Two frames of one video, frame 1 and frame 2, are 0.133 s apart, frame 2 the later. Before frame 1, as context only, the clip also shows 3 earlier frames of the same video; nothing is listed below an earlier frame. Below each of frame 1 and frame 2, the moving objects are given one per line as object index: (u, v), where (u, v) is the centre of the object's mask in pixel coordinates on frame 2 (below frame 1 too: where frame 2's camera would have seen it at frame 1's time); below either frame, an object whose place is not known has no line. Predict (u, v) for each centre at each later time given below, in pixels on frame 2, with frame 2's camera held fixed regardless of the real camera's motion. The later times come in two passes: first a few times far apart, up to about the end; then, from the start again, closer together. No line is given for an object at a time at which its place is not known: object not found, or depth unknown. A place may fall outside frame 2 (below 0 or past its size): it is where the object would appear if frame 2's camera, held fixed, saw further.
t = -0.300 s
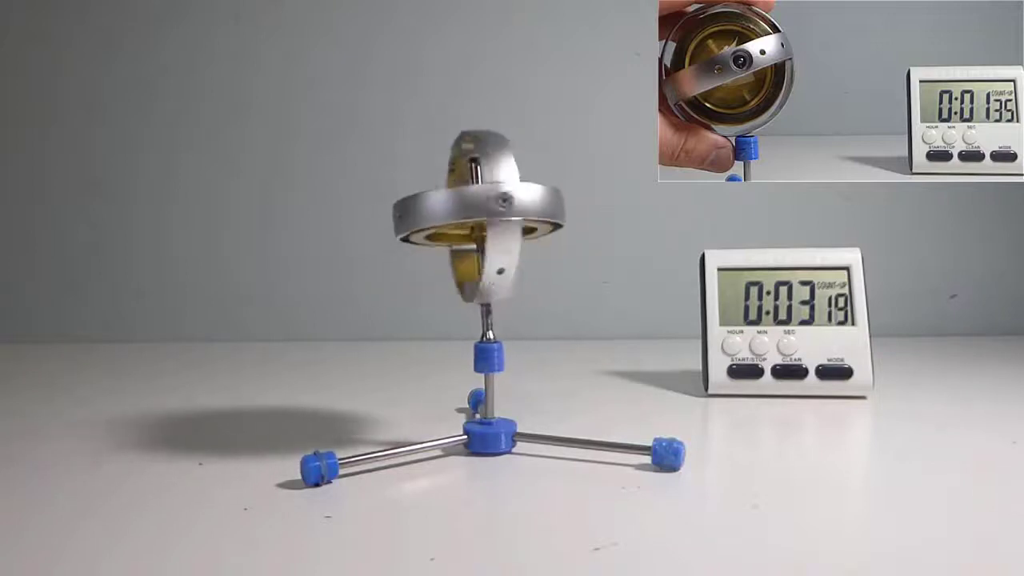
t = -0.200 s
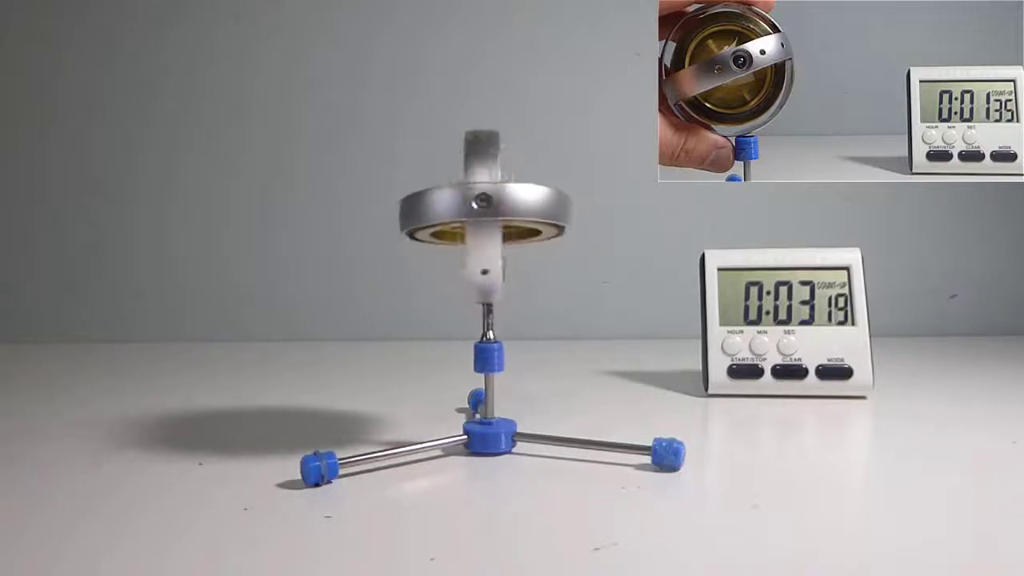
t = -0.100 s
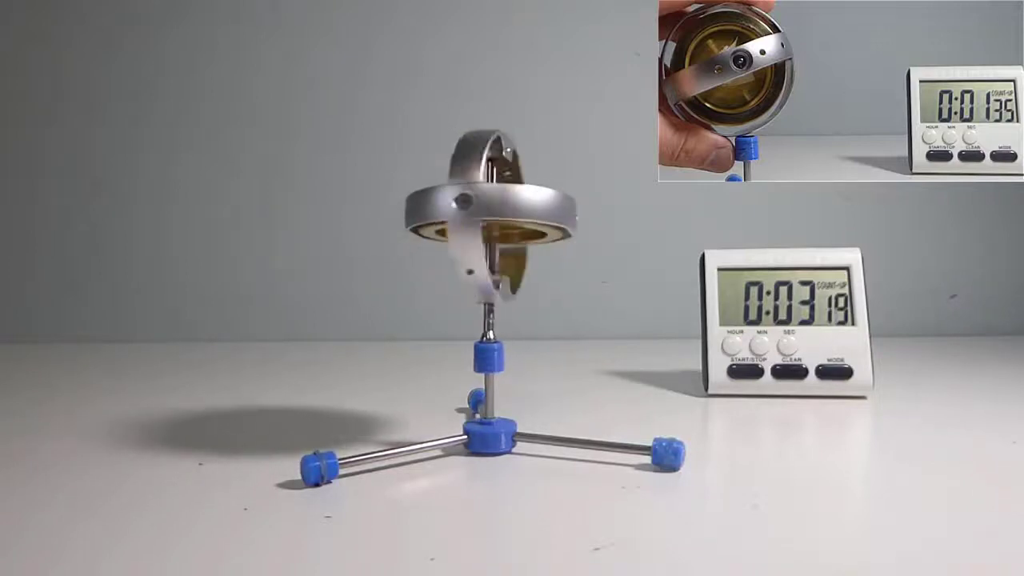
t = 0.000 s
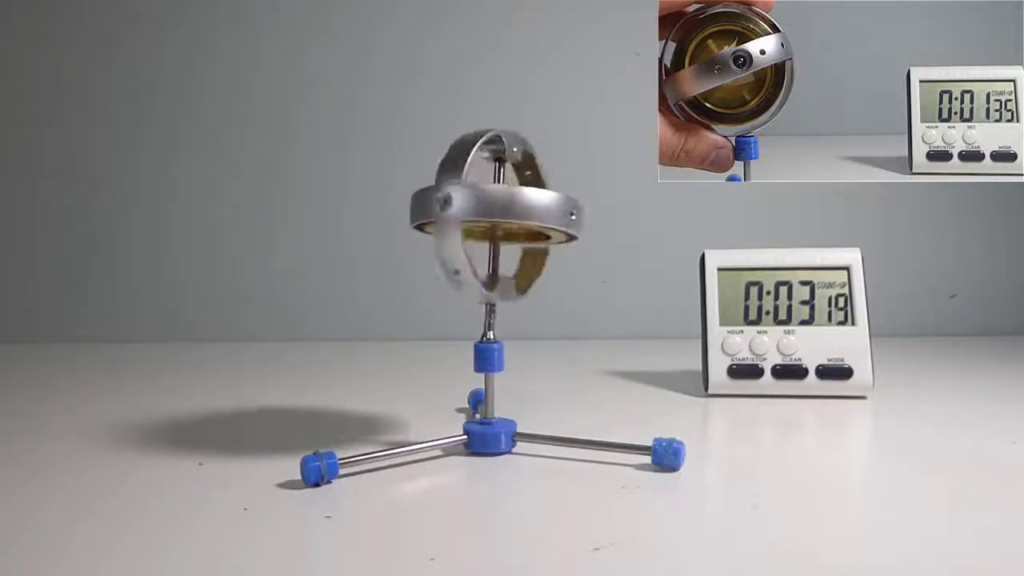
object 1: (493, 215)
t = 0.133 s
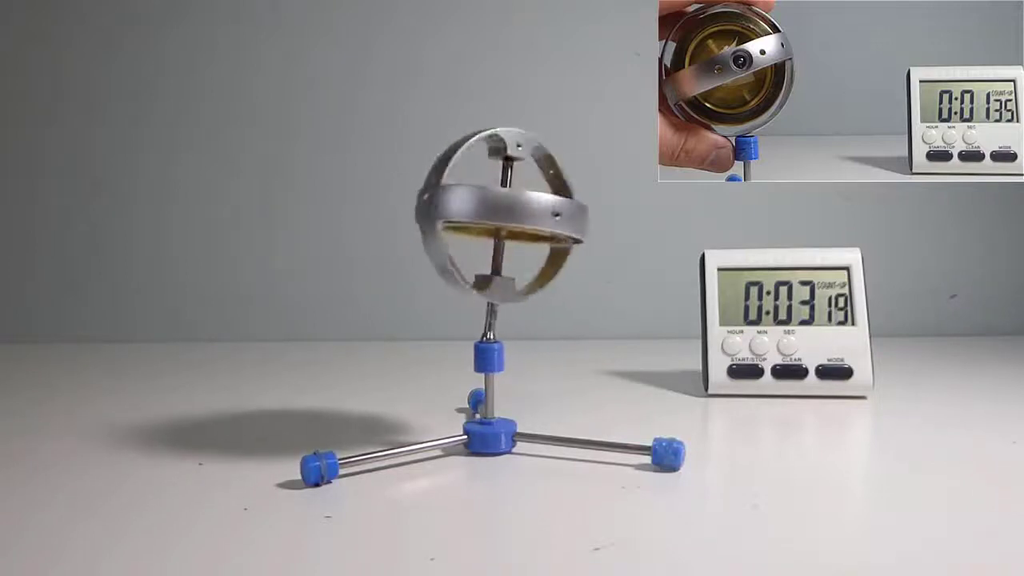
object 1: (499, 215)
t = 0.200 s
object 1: (501, 215)
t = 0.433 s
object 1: (503, 215)
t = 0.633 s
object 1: (499, 215)
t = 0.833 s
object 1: (483, 216)
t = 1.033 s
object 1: (470, 215)
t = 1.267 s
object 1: (468, 216)
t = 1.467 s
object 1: (473, 216)
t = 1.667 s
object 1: (478, 213)
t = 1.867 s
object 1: (485, 215)
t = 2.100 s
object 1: (497, 215)
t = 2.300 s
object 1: (503, 215)
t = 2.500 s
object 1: (501, 215)
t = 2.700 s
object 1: (490, 213)
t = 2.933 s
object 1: (478, 204)
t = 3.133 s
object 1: (473, 214)
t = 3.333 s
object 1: (475, 215)
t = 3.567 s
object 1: (475, 213)
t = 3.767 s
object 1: (482, 215)
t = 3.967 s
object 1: (493, 216)
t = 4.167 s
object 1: (498, 213)
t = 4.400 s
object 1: (493, 213)
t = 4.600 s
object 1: (492, 215)
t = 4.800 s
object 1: (489, 214)
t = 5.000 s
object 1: (478, 212)
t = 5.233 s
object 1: (475, 215)
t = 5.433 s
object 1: (478, 214)
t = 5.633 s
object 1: (477, 213)
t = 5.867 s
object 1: (490, 214)
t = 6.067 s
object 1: (492, 212)
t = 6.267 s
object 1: (493, 214)
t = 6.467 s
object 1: (494, 215)
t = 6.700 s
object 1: (486, 204)
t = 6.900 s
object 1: (484, 213)
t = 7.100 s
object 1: (478, 214)
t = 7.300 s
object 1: (478, 214)
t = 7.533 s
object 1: (479, 212)
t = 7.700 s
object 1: (483, 215)
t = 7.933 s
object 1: (488, 213)
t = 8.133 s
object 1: (490, 214)
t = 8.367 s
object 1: (489, 213)
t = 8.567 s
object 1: (487, 214)
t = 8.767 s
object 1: (483, 213)
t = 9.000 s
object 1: (485, 214)
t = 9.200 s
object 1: (479, 213)
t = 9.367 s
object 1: (487, 215)
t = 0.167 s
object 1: (500, 215)
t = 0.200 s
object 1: (501, 215)
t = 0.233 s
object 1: (503, 215)
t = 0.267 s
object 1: (504, 215)
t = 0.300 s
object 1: (504, 216)
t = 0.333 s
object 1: (504, 216)
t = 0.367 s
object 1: (504, 215)
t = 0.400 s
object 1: (504, 215)
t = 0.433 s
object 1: (503, 215)
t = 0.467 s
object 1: (504, 214)
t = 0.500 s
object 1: (503, 215)
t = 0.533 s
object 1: (503, 215)
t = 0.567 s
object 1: (501, 215)
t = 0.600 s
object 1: (500, 215)
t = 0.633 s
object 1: (499, 215)
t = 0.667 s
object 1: (497, 215)
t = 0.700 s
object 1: (494, 215)
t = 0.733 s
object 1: (492, 215)
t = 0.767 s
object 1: (489, 216)
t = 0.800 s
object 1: (486, 216)
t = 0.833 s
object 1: (483, 216)
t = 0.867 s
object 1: (481, 214)
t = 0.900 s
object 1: (479, 212)
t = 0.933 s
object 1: (476, 214)
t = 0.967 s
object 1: (474, 214)
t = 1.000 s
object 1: (472, 214)
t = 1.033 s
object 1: (470, 215)
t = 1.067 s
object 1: (469, 214)
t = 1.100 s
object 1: (469, 214)
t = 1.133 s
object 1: (469, 215)
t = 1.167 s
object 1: (469, 215)
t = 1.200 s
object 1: (469, 215)
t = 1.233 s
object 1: (468, 216)
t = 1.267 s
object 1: (468, 216)
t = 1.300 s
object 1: (468, 215)
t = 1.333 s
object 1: (469, 215)
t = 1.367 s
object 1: (470, 214)
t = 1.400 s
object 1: (471, 215)
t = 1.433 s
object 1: (472, 216)
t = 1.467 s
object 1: (473, 216)
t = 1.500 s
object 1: (474, 215)
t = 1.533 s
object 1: (475, 215)
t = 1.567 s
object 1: (476, 215)
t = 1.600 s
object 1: (477, 214)
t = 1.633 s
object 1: (478, 214)
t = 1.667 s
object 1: (478, 213)
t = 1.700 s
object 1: (479, 213)
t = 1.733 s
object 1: (480, 213)
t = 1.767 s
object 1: (482, 212)
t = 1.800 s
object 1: (483, 213)
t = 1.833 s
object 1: (485, 214)
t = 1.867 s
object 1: (485, 215)
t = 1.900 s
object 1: (487, 215)
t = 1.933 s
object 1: (488, 215)
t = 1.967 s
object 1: (490, 215)
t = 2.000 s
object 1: (492, 215)
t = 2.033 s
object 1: (494, 215)
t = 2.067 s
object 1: (495, 216)
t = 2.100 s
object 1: (497, 215)
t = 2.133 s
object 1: (498, 215)
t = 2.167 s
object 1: (499, 215)
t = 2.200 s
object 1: (499, 215)
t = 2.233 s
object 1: (500, 215)
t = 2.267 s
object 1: (502, 214)
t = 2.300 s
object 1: (503, 215)
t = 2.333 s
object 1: (503, 215)
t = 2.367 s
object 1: (503, 215)
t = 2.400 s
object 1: (503, 215)
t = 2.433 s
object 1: (503, 215)
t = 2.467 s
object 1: (502, 215)
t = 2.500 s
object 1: (501, 215)
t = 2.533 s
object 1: (500, 215)
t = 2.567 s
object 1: (498, 215)
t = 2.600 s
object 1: (496, 215)
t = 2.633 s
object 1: (494, 215)
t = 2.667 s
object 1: (491, 214)
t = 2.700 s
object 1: (490, 213)
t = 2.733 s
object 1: (488, 212)
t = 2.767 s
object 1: (485, 213)
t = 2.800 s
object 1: (483, 213)
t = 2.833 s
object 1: (481, 213)
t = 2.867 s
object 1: (479, 214)
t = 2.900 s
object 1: (479, 205)
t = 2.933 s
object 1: (478, 204)
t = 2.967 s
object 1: (478, 203)
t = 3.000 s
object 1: (477, 201)
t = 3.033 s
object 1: (475, 214)
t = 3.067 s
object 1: (474, 215)
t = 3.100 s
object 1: (473, 215)
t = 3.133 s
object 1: (473, 214)
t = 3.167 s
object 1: (473, 213)
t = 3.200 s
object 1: (473, 214)
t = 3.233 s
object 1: (474, 214)
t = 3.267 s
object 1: (474, 215)
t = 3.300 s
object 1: (474, 214)
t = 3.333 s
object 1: (475, 215)
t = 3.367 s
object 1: (474, 214)
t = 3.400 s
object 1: (474, 214)
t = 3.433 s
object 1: (473, 214)
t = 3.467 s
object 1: (473, 214)
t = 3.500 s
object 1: (473, 214)
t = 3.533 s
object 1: (474, 213)
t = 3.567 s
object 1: (475, 213)
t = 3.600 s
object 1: (474, 215)
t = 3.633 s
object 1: (475, 216)
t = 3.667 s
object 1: (477, 215)
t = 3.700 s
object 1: (479, 214)
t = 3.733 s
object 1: (481, 214)
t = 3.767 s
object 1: (482, 215)
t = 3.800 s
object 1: (485, 215)
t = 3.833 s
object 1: (486, 215)
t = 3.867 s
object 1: (487, 215)
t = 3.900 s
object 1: (488, 214)
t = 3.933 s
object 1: (490, 215)
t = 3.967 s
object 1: (493, 216)
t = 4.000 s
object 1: (494, 215)
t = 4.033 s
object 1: (495, 215)
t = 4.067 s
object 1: (497, 215)
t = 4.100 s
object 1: (497, 214)
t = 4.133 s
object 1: (498, 214)
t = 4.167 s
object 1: (498, 213)
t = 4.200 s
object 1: (498, 213)
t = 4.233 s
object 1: (496, 212)
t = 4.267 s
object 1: (496, 212)
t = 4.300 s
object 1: (495, 213)
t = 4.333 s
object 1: (494, 214)
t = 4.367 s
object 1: (494, 213)
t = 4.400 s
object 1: (493, 213)
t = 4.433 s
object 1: (493, 213)
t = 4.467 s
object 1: (493, 213)
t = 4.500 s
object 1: (493, 214)
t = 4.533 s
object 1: (493, 213)
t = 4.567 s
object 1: (493, 214)
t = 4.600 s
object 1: (492, 215)
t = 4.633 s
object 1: (491, 215)
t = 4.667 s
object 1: (491, 213)
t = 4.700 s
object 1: (491, 213)
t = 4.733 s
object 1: (490, 214)
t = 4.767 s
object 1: (489, 214)
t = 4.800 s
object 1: (489, 214)
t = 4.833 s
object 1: (488, 214)
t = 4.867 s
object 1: (486, 214)
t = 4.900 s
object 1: (484, 214)
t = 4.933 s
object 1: (481, 215)
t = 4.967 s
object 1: (480, 214)
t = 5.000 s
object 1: (478, 212)
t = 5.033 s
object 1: (476, 213)
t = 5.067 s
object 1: (475, 214)
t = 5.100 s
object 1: (474, 214)
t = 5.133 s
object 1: (473, 214)
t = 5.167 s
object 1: (474, 214)
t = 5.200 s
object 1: (475, 214)
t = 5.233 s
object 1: (475, 215)
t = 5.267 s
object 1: (474, 215)
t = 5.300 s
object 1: (474, 214)
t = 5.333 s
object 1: (477, 215)
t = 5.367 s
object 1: (477, 215)
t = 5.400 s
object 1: (478, 214)
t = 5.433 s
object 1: (478, 214)
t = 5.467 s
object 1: (478, 214)
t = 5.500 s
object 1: (477, 214)
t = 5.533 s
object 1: (476, 213)
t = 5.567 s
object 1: (477, 213)
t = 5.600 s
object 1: (477, 211)
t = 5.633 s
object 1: (477, 213)
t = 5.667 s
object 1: (478, 214)
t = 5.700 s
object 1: (480, 214)
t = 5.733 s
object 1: (481, 214)
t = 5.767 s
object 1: (484, 215)
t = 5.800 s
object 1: (485, 215)
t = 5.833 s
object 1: (486, 214)
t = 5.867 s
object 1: (490, 214)
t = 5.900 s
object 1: (491, 216)
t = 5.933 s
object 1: (492, 215)
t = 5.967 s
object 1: (493, 214)
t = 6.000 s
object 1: (494, 213)
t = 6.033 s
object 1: (494, 214)
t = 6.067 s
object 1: (492, 212)
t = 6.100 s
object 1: (493, 212)
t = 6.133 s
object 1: (492, 212)
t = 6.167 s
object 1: (491, 213)
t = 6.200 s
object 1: (491, 213)
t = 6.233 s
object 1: (492, 214)
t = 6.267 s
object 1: (493, 214)
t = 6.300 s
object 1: (494, 214)
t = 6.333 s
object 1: (494, 214)
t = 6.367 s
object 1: (493, 214)
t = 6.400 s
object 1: (495, 215)
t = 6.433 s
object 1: (495, 214)
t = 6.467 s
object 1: (494, 215)
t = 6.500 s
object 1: (495, 214)
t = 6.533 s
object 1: (494, 214)
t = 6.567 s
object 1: (492, 214)
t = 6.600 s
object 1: (488, 214)
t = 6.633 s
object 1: (487, 212)
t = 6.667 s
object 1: (485, 214)
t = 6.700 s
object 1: (486, 204)
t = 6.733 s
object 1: (484, 203)
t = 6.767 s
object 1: (483, 213)
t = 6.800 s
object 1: (484, 214)
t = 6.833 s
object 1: (484, 214)
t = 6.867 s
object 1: (483, 214)
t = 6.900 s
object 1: (484, 213)
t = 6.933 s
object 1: (484, 215)
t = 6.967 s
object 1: (484, 214)
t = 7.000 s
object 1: (484, 213)
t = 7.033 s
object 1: (483, 213)
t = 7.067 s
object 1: (480, 216)
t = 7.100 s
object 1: (478, 214)
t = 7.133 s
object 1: (477, 212)
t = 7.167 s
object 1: (476, 213)
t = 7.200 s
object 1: (476, 214)
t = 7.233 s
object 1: (477, 214)
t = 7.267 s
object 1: (479, 215)
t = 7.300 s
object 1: (478, 214)
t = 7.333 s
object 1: (479, 214)
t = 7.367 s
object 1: (481, 214)
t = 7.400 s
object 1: (481, 214)
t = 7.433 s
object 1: (482, 214)
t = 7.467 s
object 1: (482, 213)
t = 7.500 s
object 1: (479, 211)
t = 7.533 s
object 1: (479, 212)
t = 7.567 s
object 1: (480, 211)
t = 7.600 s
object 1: (480, 206)
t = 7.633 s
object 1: (480, 214)
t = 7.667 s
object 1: (484, 225)
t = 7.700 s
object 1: (483, 215)
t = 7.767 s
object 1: (488, 215)
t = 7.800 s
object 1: (489, 216)
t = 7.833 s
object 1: (490, 215)
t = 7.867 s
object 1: (490, 214)
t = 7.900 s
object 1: (490, 213)
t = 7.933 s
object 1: (488, 213)
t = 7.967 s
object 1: (488, 212)
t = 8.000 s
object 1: (487, 212)
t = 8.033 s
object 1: (487, 214)
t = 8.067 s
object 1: (488, 214)
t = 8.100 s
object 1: (490, 214)
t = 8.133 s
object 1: (490, 214)
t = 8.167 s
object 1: (490, 214)
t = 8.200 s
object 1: (492, 215)
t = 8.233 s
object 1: (493, 215)
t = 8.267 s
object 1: (493, 214)
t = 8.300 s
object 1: (492, 213)
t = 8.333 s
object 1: (490, 212)
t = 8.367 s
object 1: (489, 213)
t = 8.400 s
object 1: (487, 214)
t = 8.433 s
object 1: (486, 213)
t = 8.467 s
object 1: (485, 213)
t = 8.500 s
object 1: (487, 213)
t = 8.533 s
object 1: (488, 214)
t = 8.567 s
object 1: (487, 214)
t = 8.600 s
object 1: (489, 216)
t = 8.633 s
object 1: (489, 214)
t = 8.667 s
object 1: (490, 214)
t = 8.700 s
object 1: (489, 213)
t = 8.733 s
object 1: (486, 213)
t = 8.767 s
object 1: (483, 213)
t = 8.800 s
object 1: (482, 206)
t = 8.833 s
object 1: (481, 213)
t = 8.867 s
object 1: (481, 214)
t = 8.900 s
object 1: (483, 214)
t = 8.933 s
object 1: (482, 214)
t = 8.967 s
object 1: (484, 214)
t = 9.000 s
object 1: (485, 214)
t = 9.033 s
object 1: (485, 214)
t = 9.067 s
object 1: (484, 214)
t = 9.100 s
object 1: (481, 214)
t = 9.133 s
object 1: (482, 204)
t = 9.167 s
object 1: (480, 205)
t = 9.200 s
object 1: (479, 213)
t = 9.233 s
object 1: (480, 214)
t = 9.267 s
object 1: (481, 214)
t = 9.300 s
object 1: (481, 214)
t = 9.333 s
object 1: (484, 214)
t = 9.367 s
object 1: (487, 215)
